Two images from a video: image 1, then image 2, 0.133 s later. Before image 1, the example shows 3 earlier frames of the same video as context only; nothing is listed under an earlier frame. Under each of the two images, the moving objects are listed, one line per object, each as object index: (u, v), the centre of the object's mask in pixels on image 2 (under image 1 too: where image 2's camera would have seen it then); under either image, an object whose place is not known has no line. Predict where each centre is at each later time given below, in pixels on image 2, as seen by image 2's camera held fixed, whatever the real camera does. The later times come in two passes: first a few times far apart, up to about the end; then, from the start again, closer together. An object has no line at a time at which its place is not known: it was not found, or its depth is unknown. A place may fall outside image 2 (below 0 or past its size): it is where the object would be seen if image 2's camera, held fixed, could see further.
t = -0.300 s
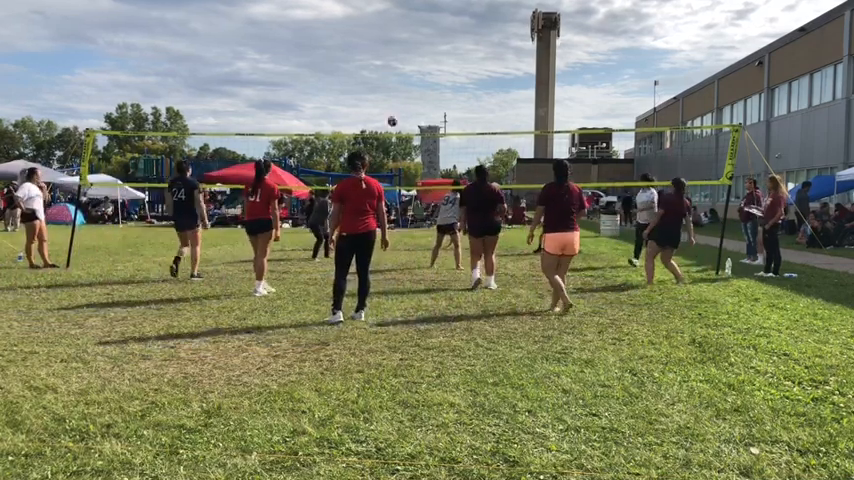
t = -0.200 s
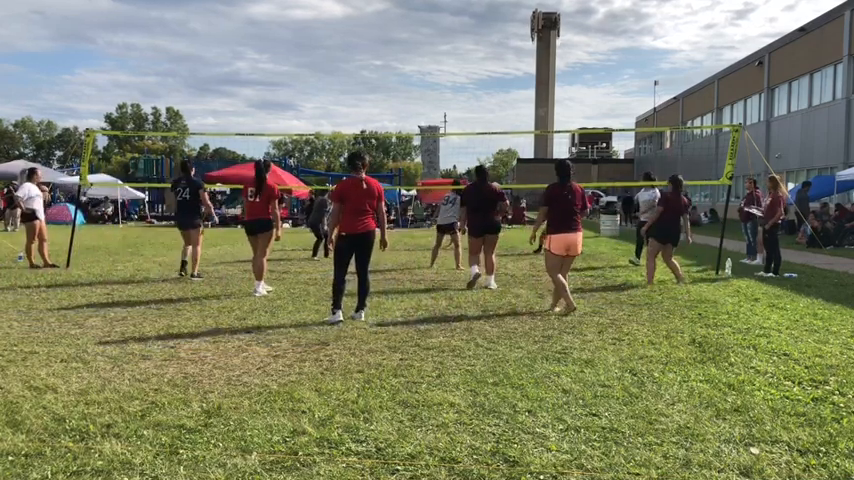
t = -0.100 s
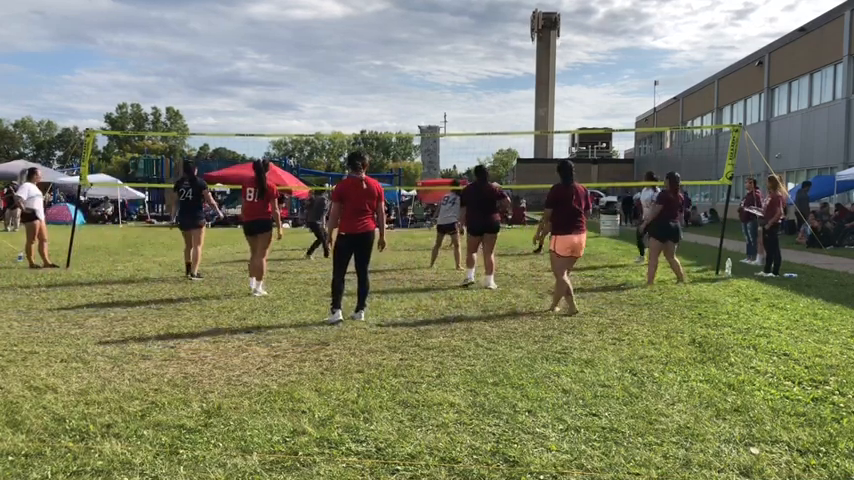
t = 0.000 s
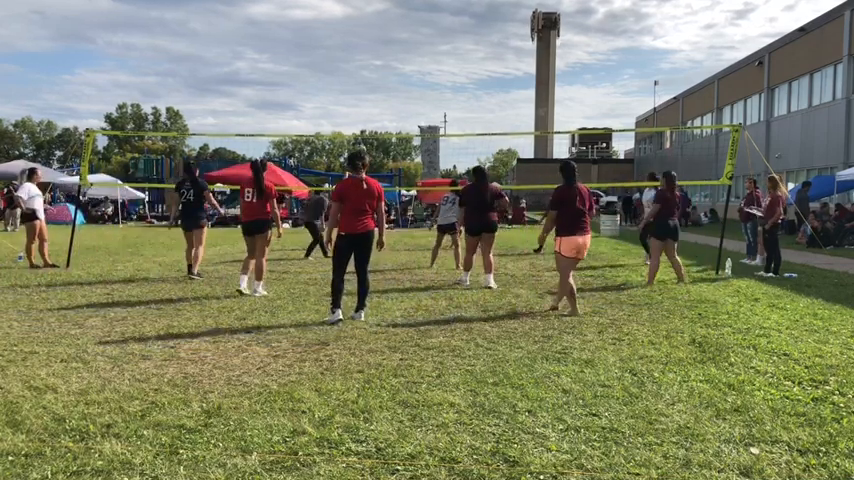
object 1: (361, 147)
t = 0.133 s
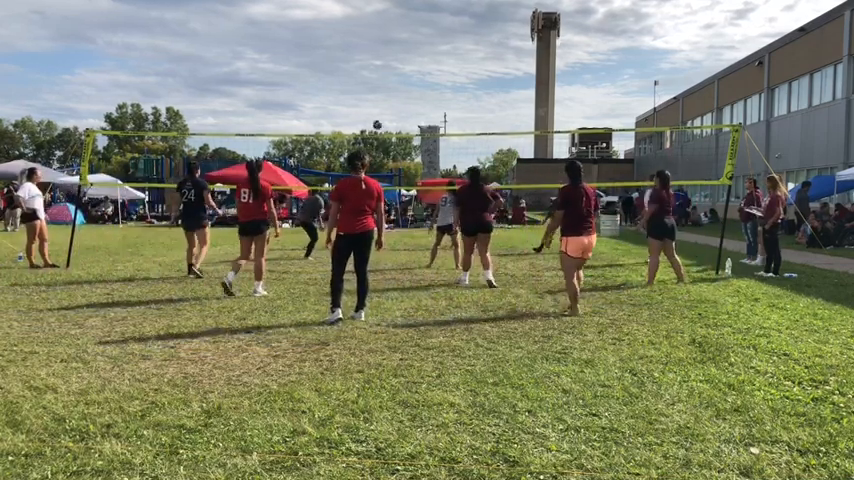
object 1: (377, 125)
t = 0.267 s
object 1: (393, 107)
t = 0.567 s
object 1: (433, 96)
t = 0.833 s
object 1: (471, 124)
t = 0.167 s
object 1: (381, 120)
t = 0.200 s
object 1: (385, 115)
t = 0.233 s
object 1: (390, 111)
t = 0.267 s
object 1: (393, 107)
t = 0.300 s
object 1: (398, 104)
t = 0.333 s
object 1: (402, 101)
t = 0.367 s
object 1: (407, 99)
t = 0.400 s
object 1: (411, 97)
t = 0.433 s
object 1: (415, 96)
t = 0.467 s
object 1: (420, 95)
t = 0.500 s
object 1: (424, 95)
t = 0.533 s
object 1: (429, 96)
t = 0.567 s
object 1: (433, 96)
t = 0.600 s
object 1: (438, 98)
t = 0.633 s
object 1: (443, 100)
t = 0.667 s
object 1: (447, 103)
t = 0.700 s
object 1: (452, 106)
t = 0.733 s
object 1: (457, 109)
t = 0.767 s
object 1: (462, 114)
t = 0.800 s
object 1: (467, 119)
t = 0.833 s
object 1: (471, 124)
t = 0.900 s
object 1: (481, 138)
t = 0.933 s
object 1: (486, 145)
